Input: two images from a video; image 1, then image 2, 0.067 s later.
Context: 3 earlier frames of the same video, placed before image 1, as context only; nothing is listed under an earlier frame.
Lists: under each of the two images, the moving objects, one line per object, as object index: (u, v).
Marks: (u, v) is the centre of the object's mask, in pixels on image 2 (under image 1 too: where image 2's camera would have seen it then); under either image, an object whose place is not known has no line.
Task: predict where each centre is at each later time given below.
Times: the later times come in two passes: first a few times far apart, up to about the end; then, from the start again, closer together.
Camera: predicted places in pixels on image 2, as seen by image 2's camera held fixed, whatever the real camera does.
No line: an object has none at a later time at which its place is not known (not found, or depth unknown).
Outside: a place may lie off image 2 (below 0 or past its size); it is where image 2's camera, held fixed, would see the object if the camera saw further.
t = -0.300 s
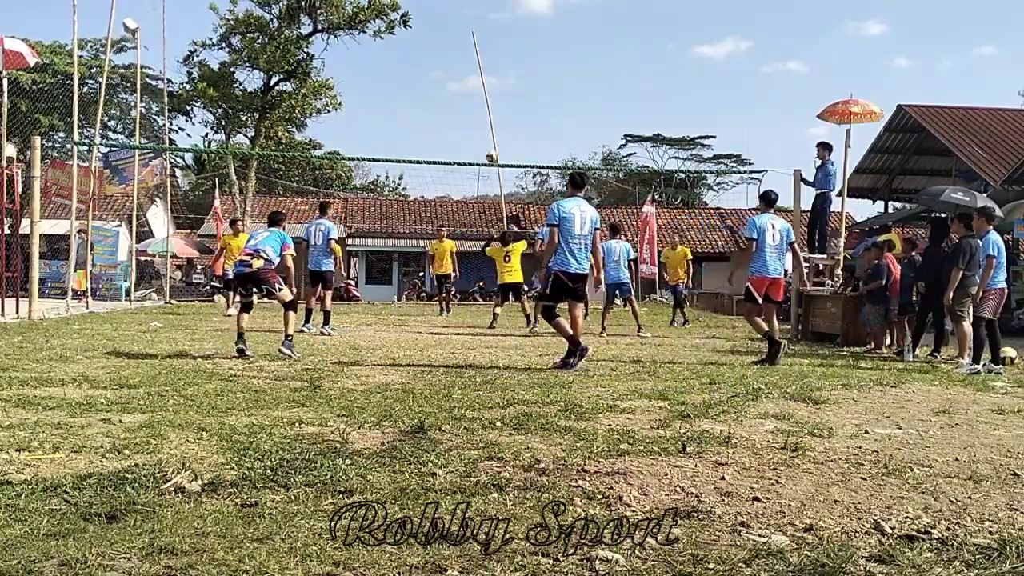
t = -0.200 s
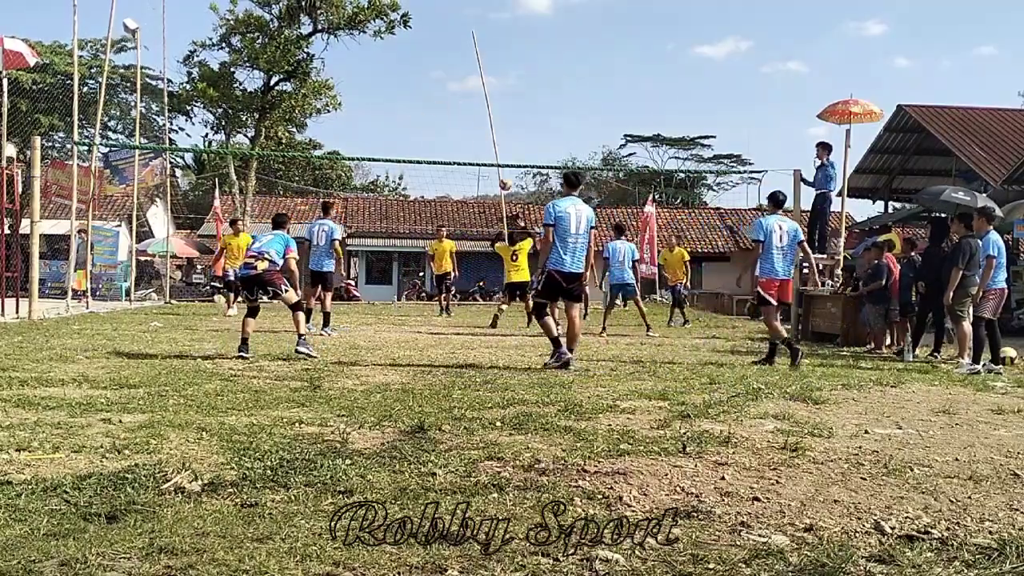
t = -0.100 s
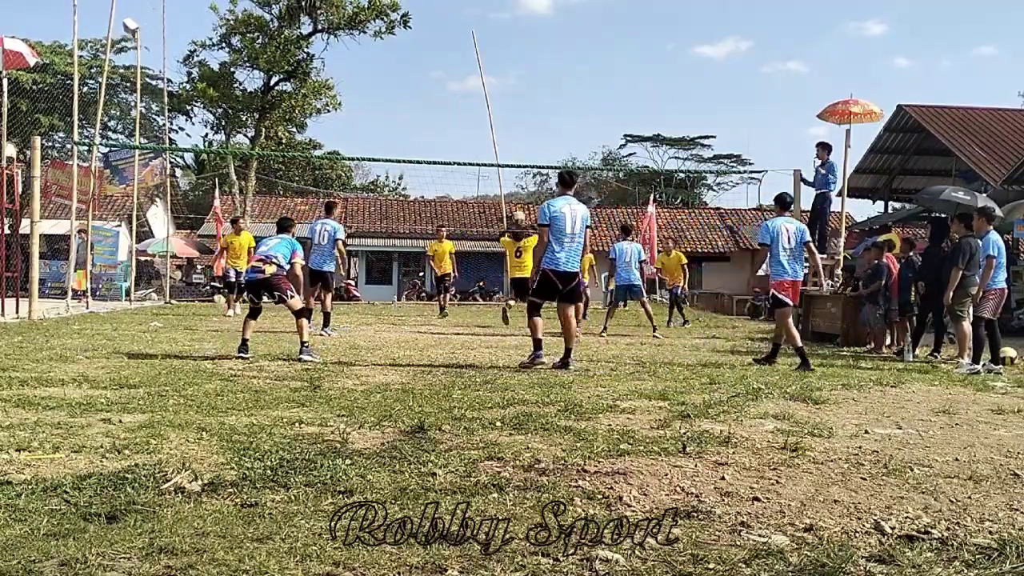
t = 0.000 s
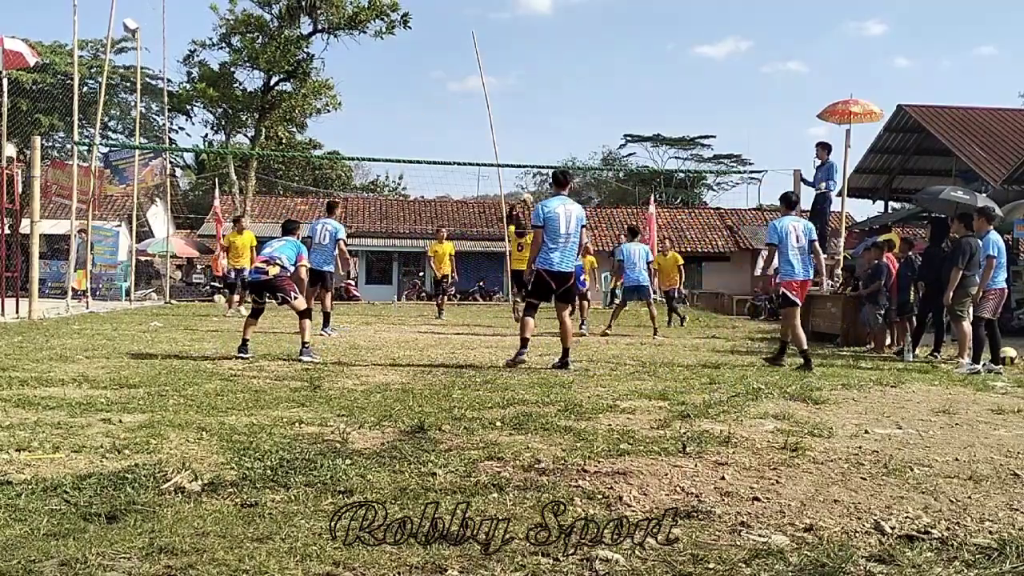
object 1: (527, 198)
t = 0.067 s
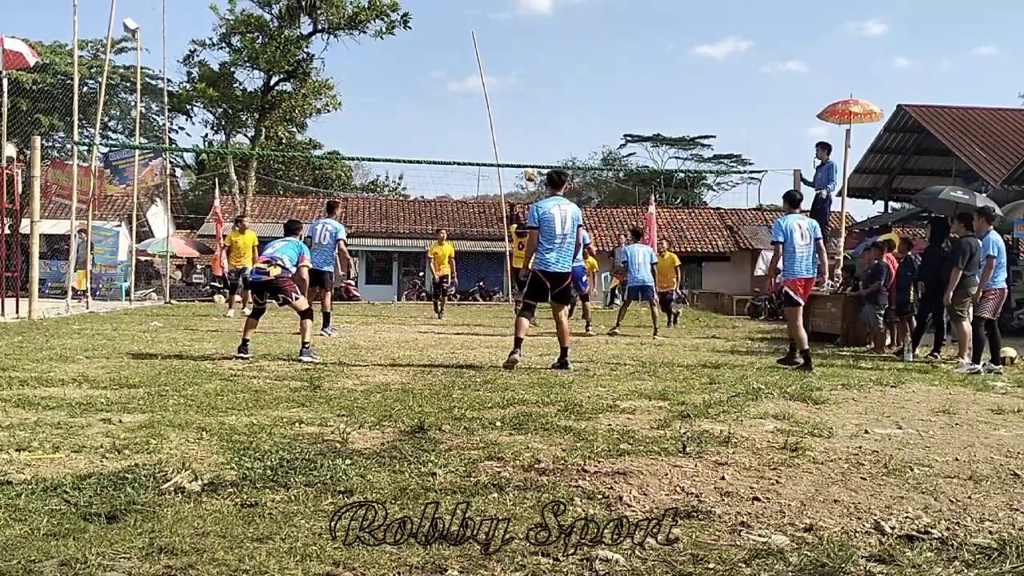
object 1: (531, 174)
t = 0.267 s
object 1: (543, 118)
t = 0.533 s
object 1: (560, 80)
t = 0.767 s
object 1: (574, 83)
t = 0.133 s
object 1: (535, 154)
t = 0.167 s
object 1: (537, 144)
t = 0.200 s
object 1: (538, 135)
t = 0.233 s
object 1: (541, 126)
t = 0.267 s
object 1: (543, 118)
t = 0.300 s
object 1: (545, 112)
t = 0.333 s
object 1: (548, 105)
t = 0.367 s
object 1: (550, 99)
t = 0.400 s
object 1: (552, 94)
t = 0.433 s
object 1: (554, 90)
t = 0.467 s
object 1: (556, 86)
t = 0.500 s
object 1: (558, 83)
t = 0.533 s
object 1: (560, 80)
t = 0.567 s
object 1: (562, 78)
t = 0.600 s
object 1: (564, 78)
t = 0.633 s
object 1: (566, 78)
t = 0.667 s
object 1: (568, 78)
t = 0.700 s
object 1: (570, 79)
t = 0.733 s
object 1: (572, 81)
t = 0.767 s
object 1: (574, 83)
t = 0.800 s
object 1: (576, 86)
